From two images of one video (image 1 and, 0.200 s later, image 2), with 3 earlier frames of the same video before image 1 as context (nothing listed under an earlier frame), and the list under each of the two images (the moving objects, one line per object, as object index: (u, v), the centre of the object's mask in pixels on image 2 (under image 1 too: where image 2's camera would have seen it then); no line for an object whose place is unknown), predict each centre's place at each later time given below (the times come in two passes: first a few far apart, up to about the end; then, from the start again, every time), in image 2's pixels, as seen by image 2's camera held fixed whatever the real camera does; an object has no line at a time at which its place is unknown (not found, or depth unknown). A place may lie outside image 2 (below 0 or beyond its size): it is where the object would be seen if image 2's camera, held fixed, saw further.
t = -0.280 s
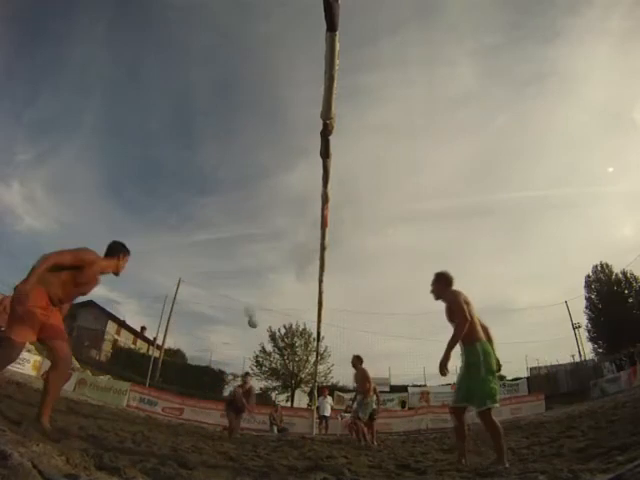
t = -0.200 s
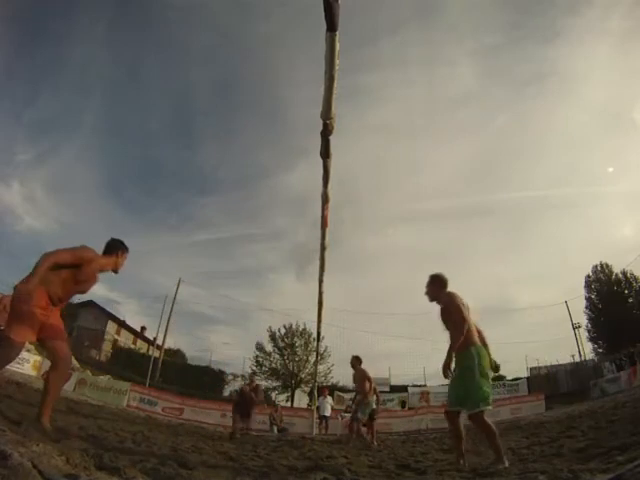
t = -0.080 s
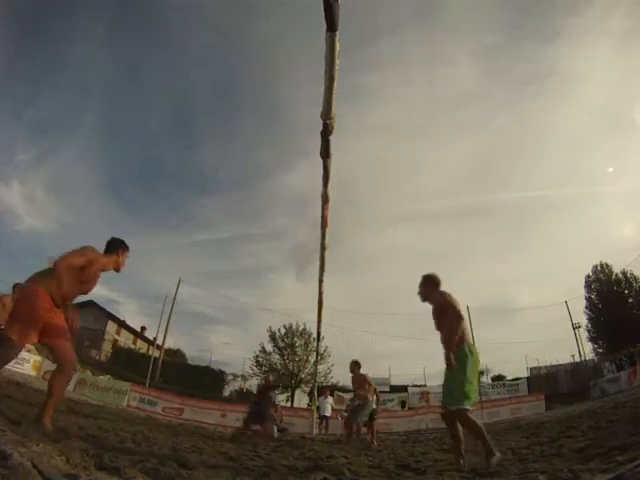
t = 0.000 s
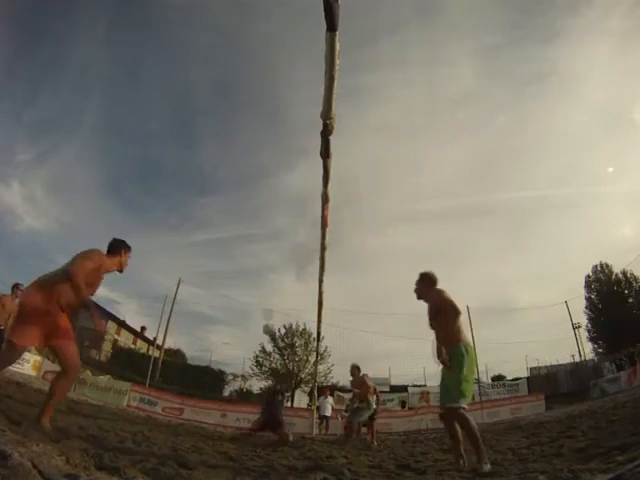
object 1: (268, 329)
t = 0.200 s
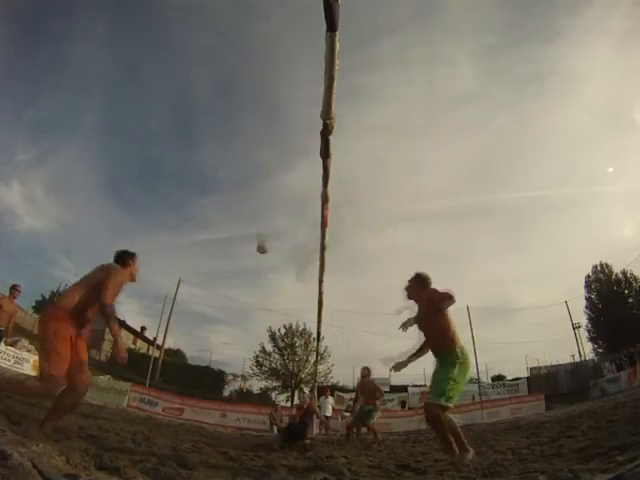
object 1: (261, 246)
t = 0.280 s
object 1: (259, 220)
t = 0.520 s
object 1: (250, 160)
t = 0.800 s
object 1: (232, 113)
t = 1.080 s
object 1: (199, 87)
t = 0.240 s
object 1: (260, 232)
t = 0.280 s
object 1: (259, 220)
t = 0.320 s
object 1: (258, 206)
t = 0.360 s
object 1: (256, 197)
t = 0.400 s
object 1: (254, 185)
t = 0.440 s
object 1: (253, 177)
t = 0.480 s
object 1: (252, 168)
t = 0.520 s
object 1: (250, 160)
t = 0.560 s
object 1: (248, 151)
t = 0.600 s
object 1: (247, 144)
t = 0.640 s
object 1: (244, 137)
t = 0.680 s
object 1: (241, 130)
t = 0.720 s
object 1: (239, 124)
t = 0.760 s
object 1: (237, 119)
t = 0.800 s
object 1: (232, 113)
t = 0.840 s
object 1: (229, 108)
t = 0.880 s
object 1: (226, 104)
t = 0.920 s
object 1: (222, 100)
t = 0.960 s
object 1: (217, 96)
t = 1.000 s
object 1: (211, 93)
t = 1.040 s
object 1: (205, 89)
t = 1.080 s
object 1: (199, 87)
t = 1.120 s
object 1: (189, 84)
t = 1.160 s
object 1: (181, 82)
